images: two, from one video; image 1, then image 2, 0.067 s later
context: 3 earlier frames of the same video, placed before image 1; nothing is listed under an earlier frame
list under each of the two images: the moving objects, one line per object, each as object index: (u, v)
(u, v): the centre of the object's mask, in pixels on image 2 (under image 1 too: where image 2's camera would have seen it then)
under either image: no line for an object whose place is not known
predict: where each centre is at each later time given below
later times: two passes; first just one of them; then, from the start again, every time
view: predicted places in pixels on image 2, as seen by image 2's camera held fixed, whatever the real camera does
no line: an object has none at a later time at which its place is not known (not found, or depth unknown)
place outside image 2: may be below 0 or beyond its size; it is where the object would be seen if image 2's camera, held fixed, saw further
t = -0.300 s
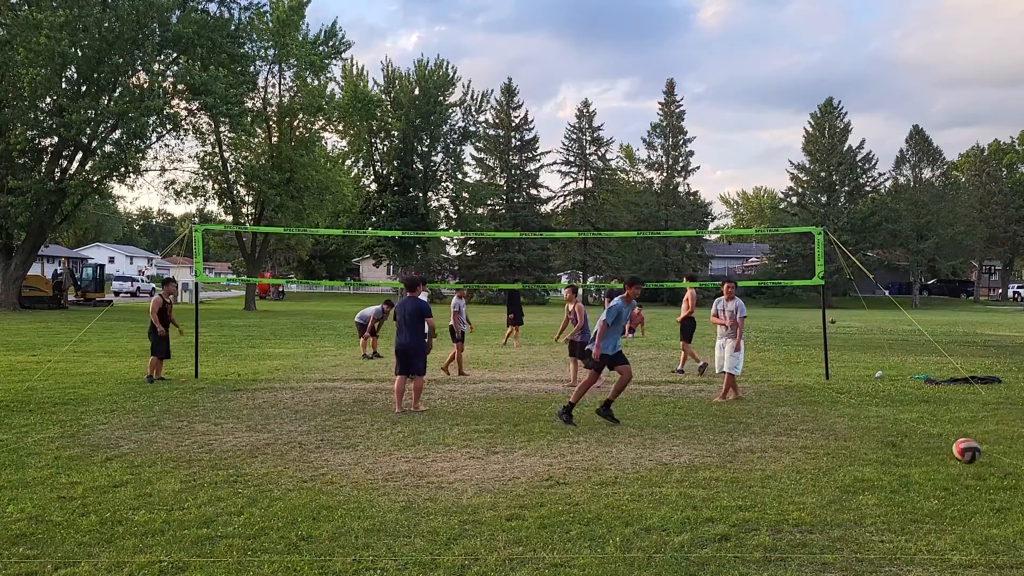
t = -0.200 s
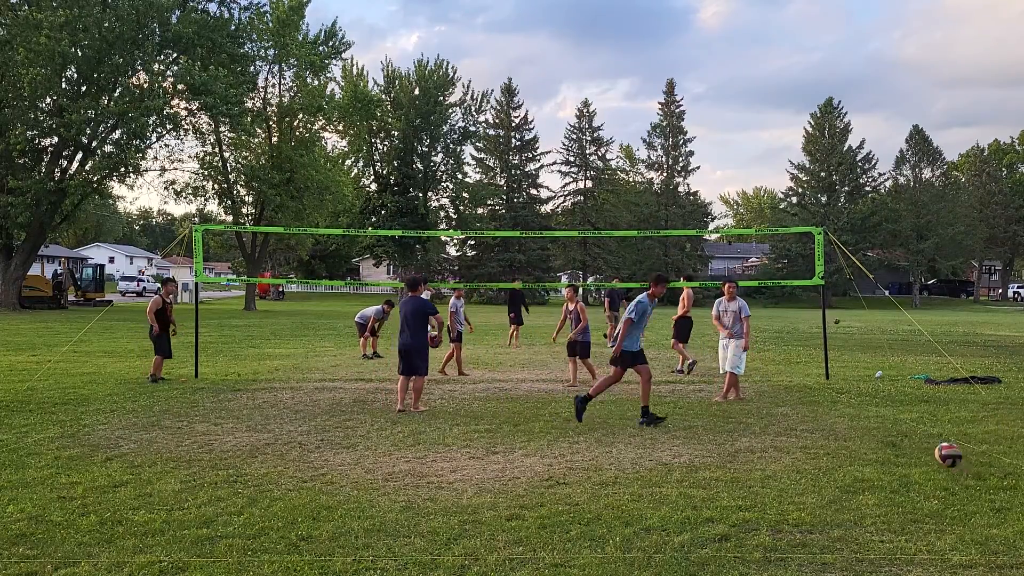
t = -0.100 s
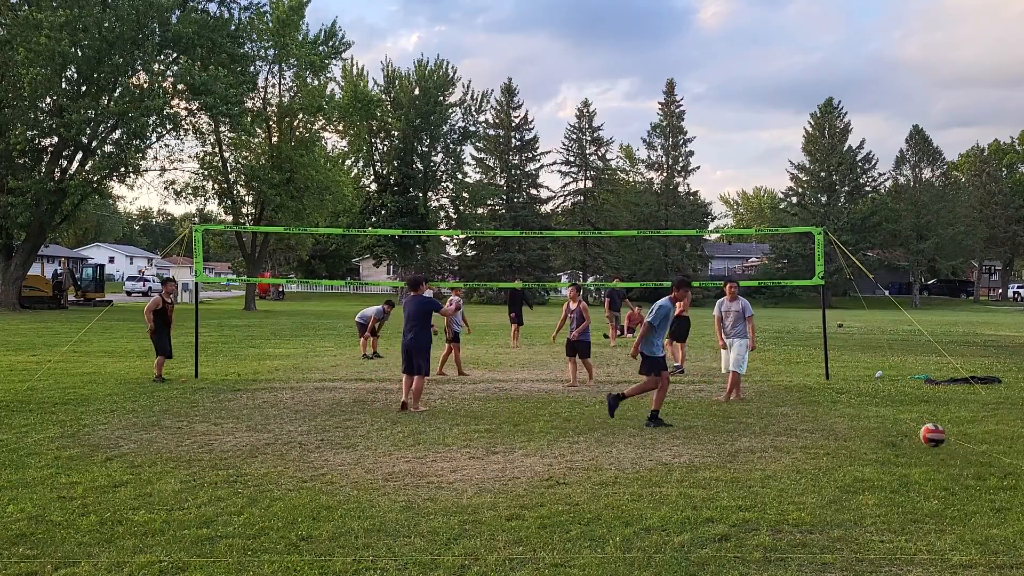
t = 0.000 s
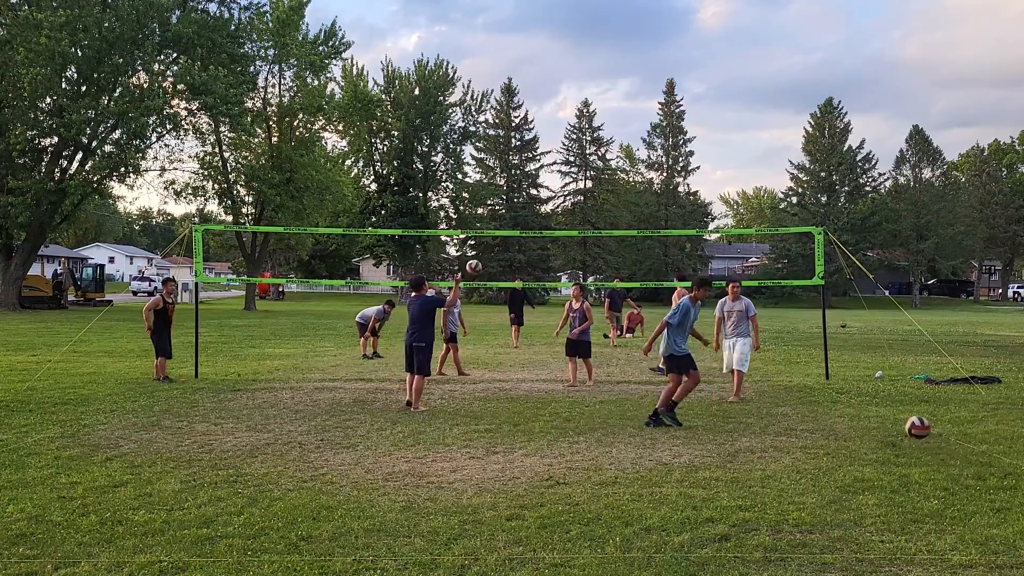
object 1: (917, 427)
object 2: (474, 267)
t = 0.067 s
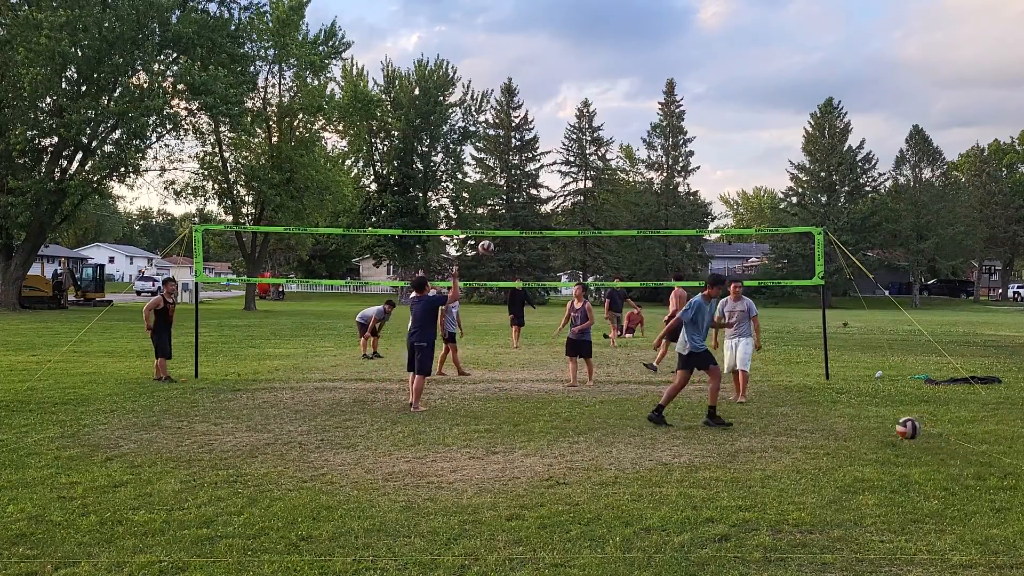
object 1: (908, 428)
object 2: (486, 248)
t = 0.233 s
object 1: (886, 432)
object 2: (514, 216)
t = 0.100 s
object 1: (904, 430)
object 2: (492, 240)
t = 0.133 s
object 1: (899, 433)
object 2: (497, 232)
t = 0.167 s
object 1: (895, 437)
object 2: (504, 226)
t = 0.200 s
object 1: (891, 437)
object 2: (509, 220)
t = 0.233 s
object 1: (886, 432)
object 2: (514, 216)
